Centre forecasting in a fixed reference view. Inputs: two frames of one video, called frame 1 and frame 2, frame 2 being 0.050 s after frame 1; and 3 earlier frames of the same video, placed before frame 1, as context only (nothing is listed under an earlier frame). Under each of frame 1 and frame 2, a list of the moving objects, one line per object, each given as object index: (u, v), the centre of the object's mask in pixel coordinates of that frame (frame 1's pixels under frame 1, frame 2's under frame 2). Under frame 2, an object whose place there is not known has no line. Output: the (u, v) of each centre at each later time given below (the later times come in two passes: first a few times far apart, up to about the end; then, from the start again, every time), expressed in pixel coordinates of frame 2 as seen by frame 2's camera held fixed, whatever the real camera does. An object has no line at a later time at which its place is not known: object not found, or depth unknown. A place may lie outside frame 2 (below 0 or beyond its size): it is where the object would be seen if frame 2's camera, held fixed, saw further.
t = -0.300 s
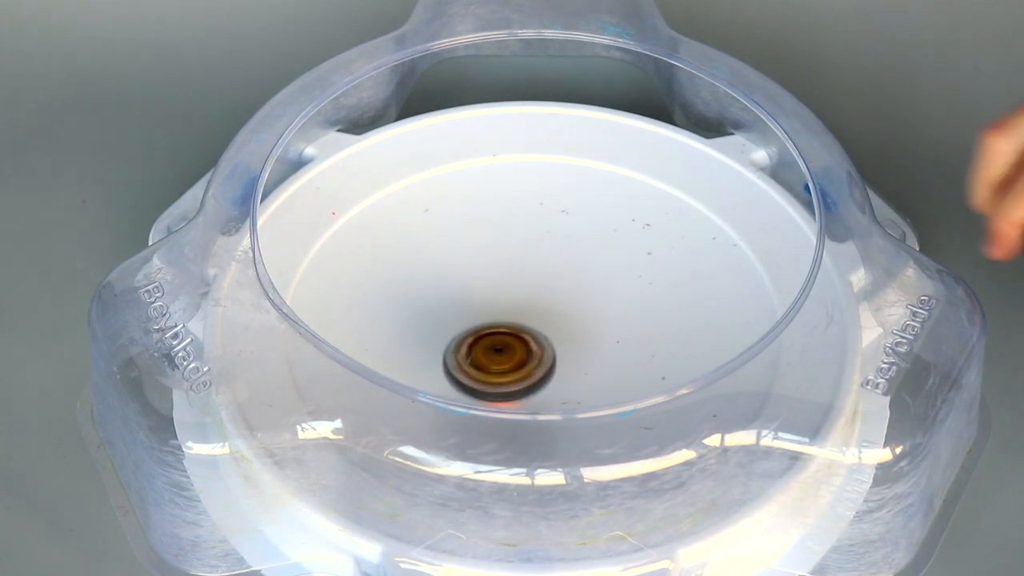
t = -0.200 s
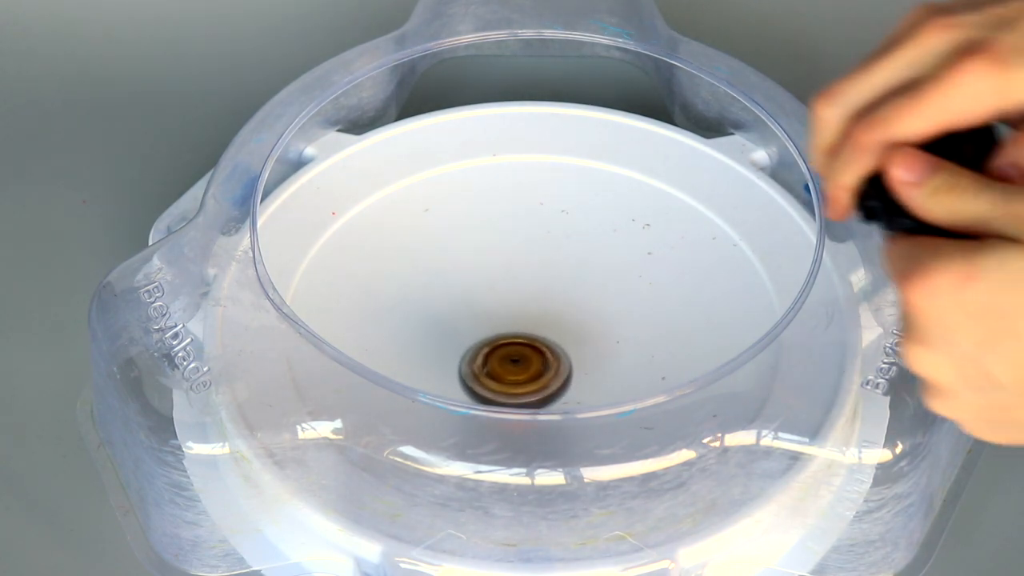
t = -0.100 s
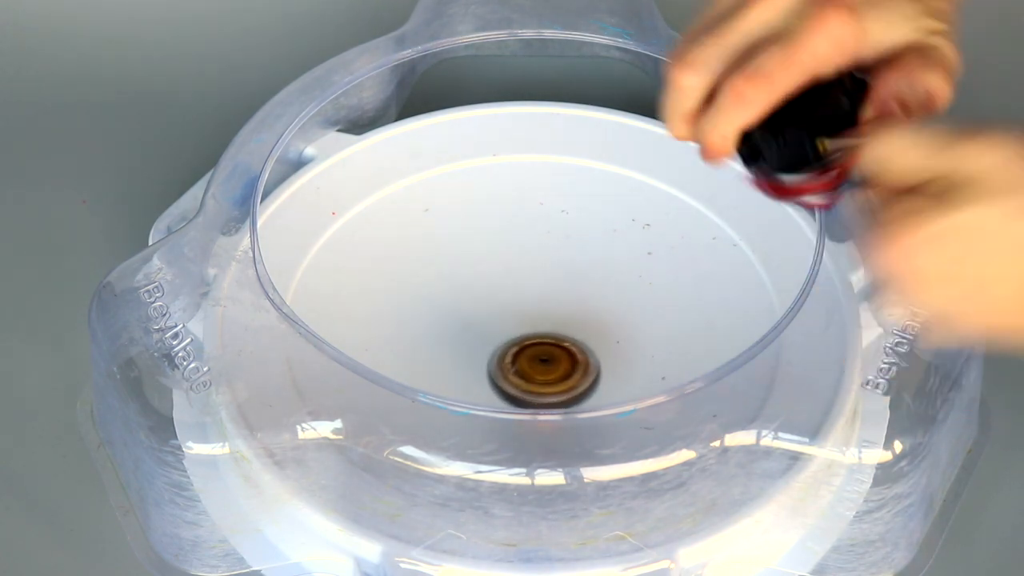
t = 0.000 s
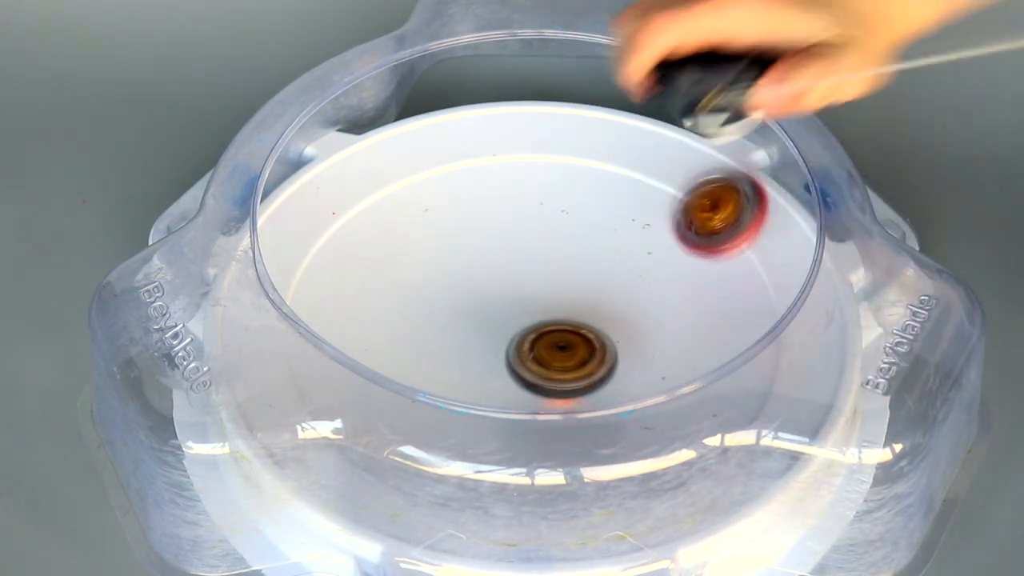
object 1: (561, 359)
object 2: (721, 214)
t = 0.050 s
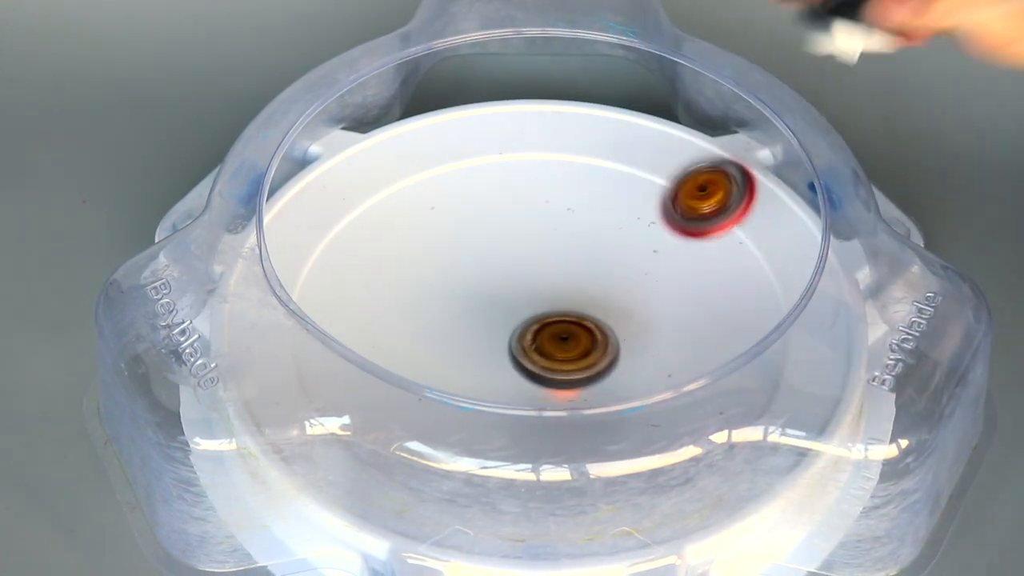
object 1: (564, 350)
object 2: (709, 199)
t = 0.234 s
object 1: (504, 342)
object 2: (622, 237)
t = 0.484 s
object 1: (396, 375)
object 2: (574, 298)
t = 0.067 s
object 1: (563, 346)
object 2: (698, 191)
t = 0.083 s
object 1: (563, 343)
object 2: (689, 188)
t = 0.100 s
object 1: (563, 340)
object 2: (679, 189)
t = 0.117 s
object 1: (563, 336)
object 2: (668, 194)
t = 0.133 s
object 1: (562, 332)
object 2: (656, 203)
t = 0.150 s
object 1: (561, 329)
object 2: (644, 216)
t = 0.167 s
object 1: (559, 325)
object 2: (632, 234)
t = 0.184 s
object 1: (557, 322)
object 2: (620, 253)
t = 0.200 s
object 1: (540, 329)
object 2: (620, 246)
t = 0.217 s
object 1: (522, 335)
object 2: (621, 240)
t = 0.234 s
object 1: (504, 342)
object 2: (622, 237)
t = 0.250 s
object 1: (486, 347)
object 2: (623, 237)
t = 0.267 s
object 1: (470, 352)
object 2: (623, 234)
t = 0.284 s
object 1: (456, 355)
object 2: (622, 234)
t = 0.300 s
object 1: (444, 356)
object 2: (620, 233)
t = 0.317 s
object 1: (434, 357)
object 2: (618, 232)
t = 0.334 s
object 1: (422, 363)
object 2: (615, 236)
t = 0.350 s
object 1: (412, 367)
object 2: (613, 242)
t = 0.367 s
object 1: (405, 369)
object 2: (610, 243)
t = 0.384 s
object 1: (400, 370)
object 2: (606, 247)
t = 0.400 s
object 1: (395, 372)
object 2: (602, 255)
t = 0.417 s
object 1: (393, 373)
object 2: (597, 265)
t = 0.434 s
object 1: (391, 373)
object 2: (592, 269)
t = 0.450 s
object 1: (392, 373)
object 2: (586, 277)
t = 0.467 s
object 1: (392, 373)
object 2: (580, 289)
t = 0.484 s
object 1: (396, 375)
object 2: (574, 298)
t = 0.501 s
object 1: (400, 376)
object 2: (569, 303)
